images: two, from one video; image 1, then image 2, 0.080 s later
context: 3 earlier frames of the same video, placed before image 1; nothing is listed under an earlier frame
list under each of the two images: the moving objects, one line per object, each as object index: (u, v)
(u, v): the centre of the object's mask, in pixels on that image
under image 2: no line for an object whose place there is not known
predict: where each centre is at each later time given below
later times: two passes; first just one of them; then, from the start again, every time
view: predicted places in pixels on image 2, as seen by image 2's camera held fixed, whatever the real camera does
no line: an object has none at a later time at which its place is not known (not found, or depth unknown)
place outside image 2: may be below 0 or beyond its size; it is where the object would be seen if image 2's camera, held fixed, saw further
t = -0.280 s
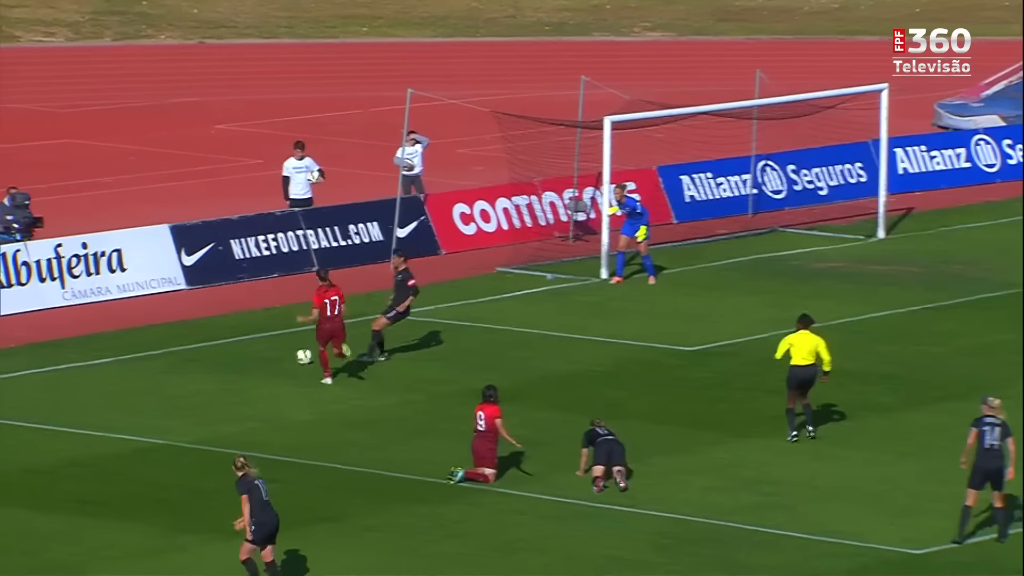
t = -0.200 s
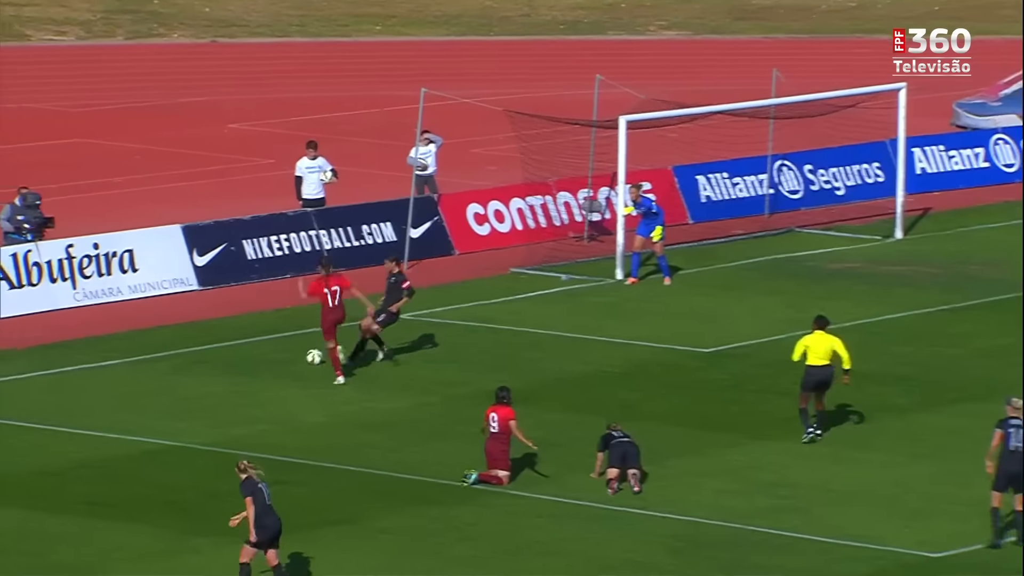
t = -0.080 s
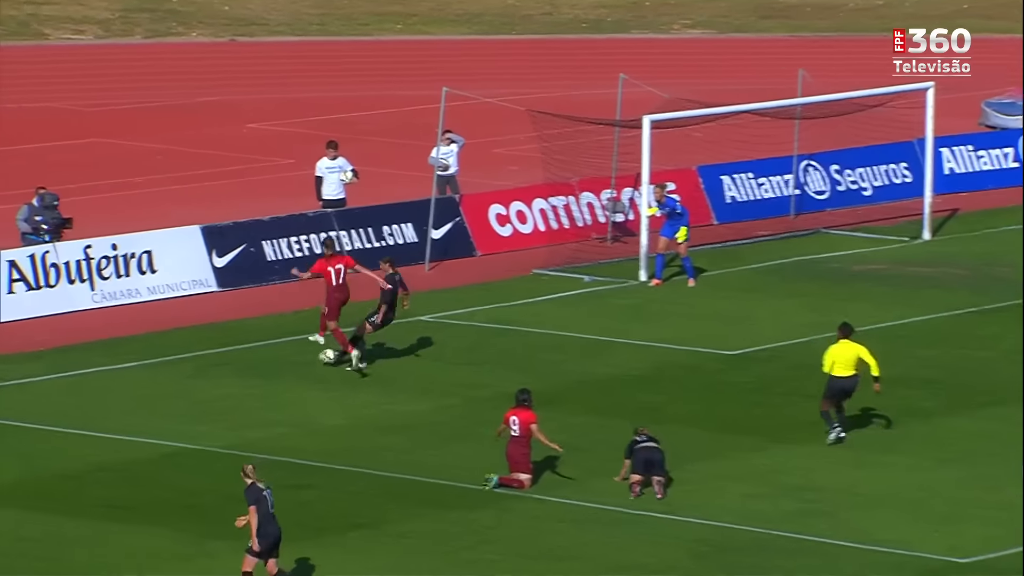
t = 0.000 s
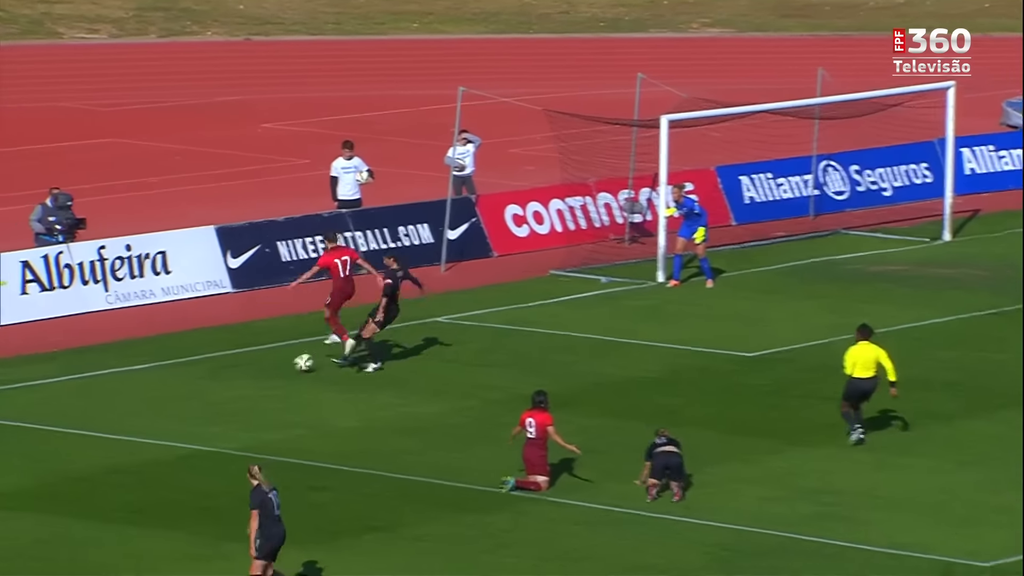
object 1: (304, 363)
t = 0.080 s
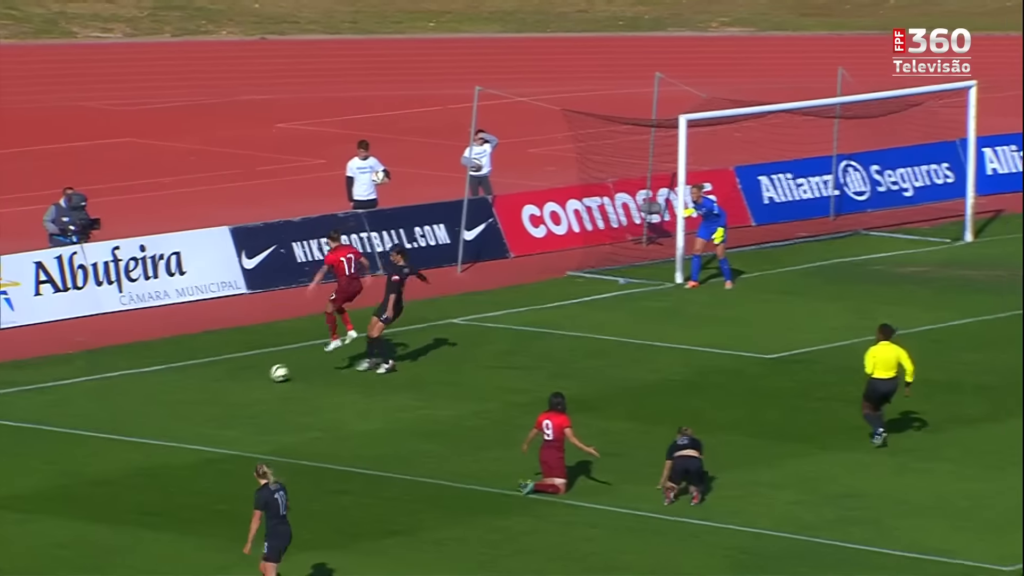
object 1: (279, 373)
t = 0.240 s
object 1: (210, 385)
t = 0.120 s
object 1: (259, 378)
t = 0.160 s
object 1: (242, 382)
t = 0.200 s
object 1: (226, 383)
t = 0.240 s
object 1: (210, 385)
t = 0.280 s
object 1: (194, 388)
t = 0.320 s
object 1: (178, 393)
